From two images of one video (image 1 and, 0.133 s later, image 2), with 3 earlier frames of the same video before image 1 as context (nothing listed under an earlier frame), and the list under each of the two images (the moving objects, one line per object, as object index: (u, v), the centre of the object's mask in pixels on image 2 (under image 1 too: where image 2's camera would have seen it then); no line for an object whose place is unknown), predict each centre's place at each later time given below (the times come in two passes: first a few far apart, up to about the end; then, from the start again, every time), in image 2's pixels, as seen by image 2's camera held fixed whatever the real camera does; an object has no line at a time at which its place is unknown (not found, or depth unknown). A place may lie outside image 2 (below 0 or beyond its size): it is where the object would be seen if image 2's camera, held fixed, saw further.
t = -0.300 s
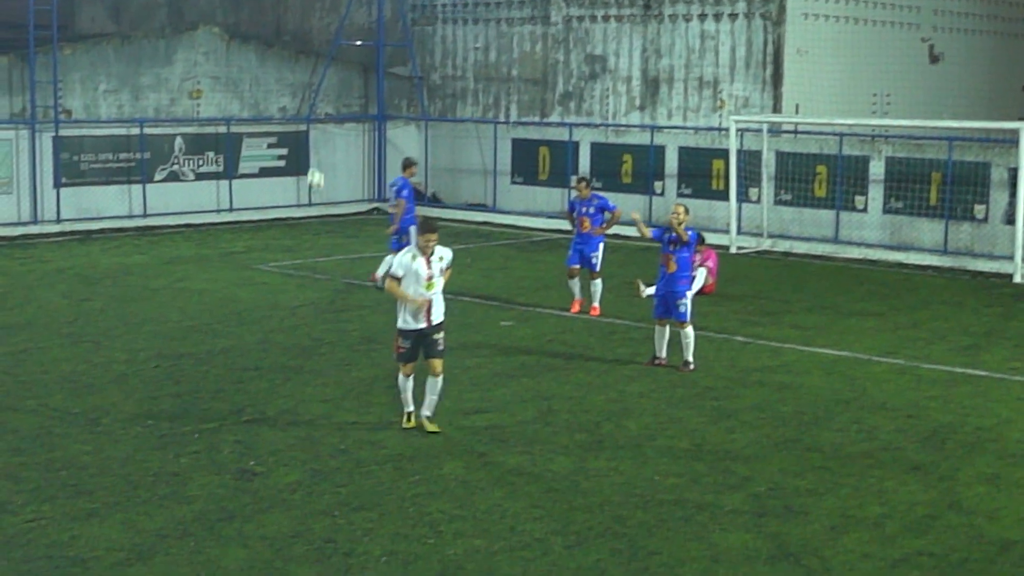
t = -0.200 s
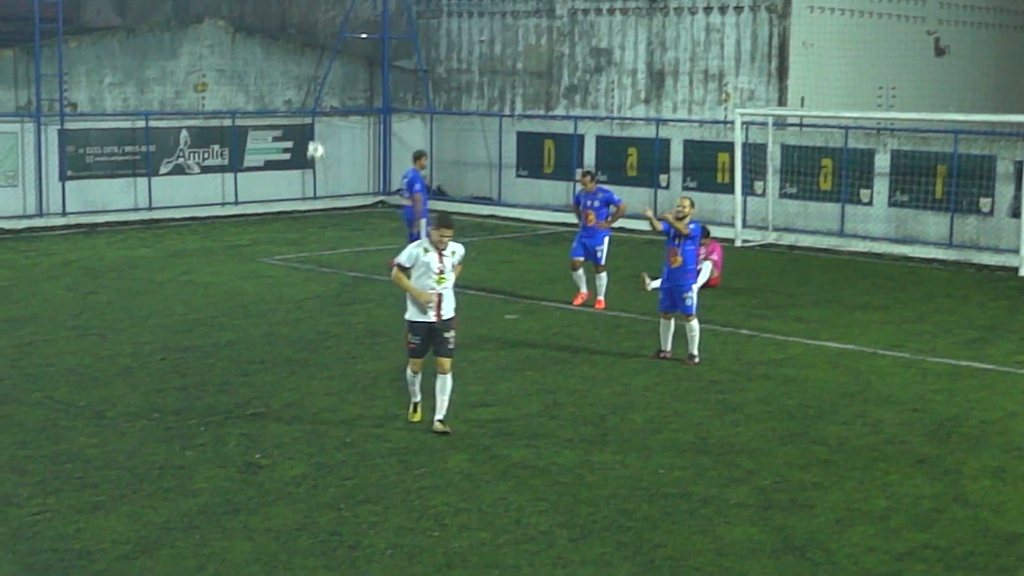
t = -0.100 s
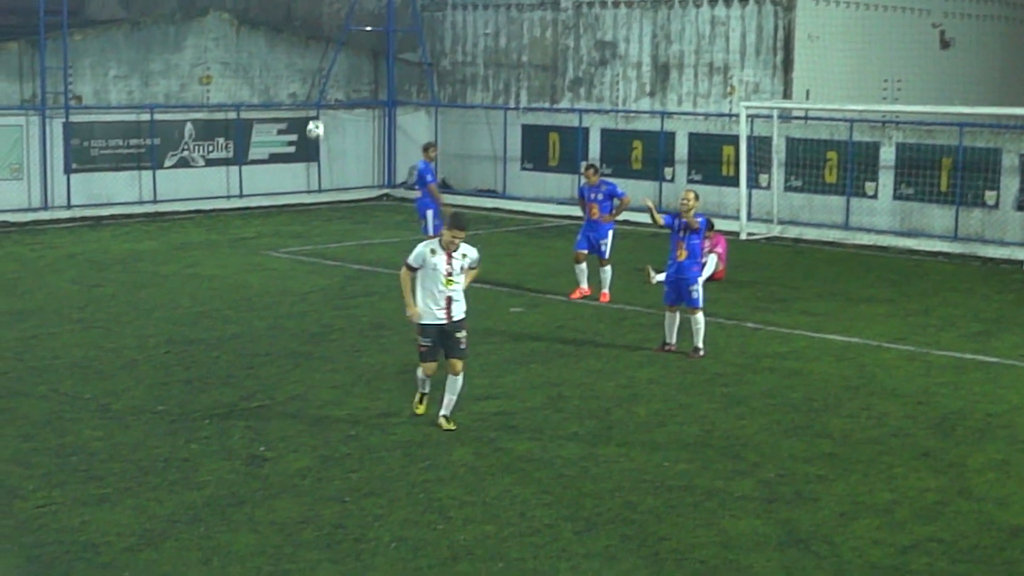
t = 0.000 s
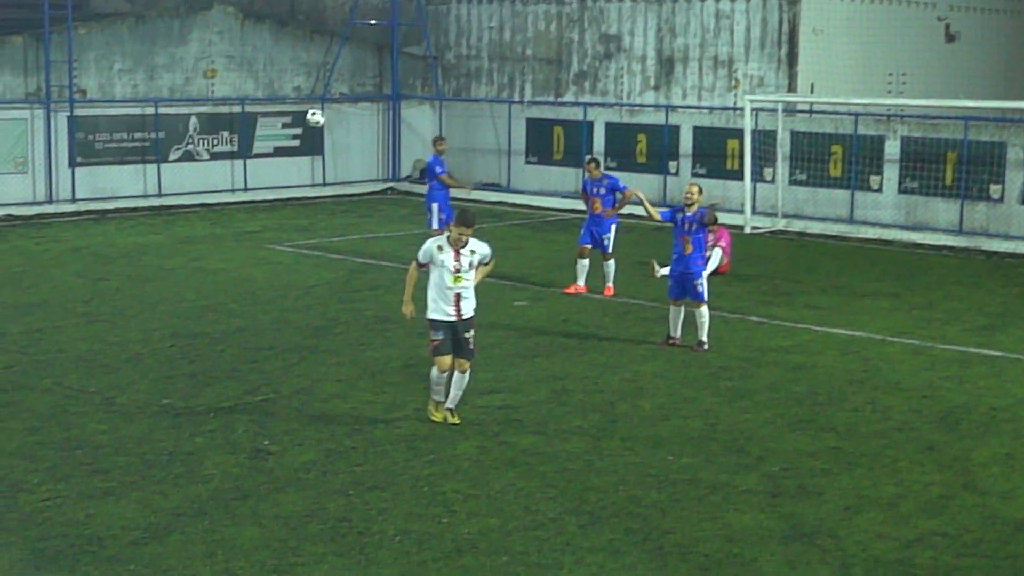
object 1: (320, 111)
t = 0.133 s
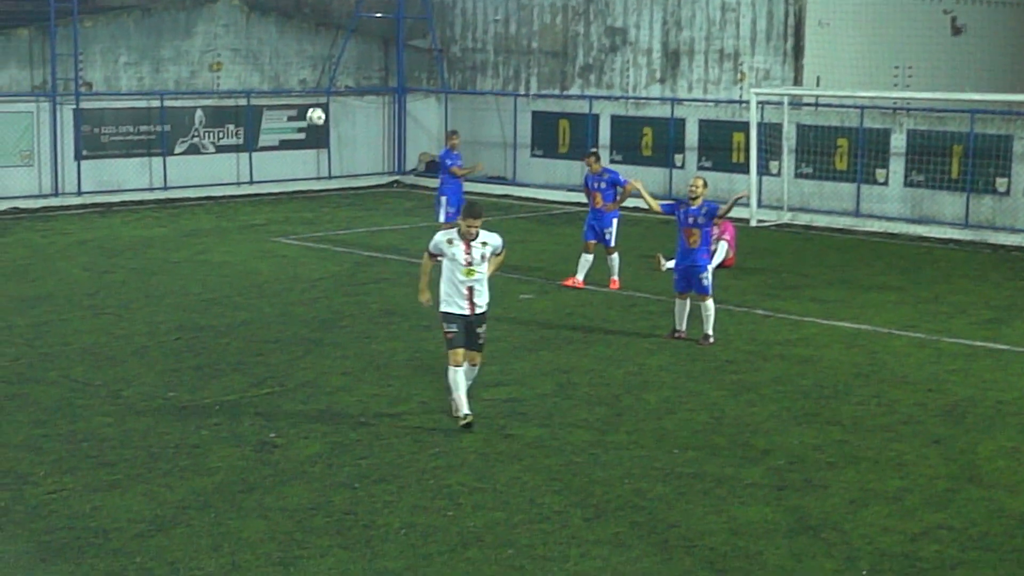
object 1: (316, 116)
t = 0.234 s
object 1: (312, 130)
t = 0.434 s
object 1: (304, 180)
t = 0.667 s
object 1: (295, 280)
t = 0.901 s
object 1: (277, 233)
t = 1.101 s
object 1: (262, 221)
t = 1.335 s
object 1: (244, 248)
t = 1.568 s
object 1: (227, 282)
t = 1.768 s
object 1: (212, 269)
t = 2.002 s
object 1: (194, 298)
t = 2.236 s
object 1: (176, 291)
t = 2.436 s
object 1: (159, 302)
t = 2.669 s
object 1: (138, 309)
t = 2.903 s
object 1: (119, 313)
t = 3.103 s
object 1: (103, 316)
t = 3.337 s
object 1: (84, 319)
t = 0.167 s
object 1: (315, 120)
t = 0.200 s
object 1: (314, 124)
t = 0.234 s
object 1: (312, 130)
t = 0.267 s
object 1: (311, 135)
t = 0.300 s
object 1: (310, 142)
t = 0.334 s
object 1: (308, 151)
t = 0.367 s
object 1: (308, 160)
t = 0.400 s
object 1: (306, 169)
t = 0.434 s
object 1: (304, 180)
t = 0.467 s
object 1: (303, 192)
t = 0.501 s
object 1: (302, 205)
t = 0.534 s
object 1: (300, 219)
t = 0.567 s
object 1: (299, 233)
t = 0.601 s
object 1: (297, 248)
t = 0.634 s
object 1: (296, 264)
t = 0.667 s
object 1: (295, 280)
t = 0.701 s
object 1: (292, 279)
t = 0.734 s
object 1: (290, 268)
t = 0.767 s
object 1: (288, 259)
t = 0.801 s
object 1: (285, 251)
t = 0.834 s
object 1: (282, 244)
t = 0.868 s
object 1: (279, 238)
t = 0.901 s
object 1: (277, 233)
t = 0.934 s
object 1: (275, 229)
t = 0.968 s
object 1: (272, 226)
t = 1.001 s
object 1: (270, 223)
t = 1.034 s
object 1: (267, 222)
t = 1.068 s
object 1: (265, 221)
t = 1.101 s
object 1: (262, 221)
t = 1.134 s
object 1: (260, 222)
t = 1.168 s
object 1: (258, 224)
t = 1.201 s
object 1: (255, 227)
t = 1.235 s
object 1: (252, 230)
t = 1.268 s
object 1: (250, 235)
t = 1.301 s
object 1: (247, 241)
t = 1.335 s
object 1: (244, 248)
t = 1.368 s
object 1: (243, 255)
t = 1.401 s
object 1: (240, 264)
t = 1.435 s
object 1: (238, 274)
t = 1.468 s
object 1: (235, 285)
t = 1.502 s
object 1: (232, 292)
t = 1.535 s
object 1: (230, 287)
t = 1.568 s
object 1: (227, 282)
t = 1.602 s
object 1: (224, 277)
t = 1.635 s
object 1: (222, 274)
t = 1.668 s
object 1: (219, 271)
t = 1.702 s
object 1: (217, 270)
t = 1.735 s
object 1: (214, 269)
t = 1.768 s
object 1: (212, 269)
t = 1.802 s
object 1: (209, 270)
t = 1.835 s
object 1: (207, 272)
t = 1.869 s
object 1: (204, 275)
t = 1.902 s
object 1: (202, 278)
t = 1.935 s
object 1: (199, 284)
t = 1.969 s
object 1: (197, 290)
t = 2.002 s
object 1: (194, 298)
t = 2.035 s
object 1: (191, 299)
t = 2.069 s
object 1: (189, 295)
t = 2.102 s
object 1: (186, 292)
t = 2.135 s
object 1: (184, 291)
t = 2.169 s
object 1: (181, 290)
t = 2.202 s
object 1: (179, 290)
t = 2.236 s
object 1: (176, 291)
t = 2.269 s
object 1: (173, 293)
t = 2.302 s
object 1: (170, 296)
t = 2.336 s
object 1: (167, 301)
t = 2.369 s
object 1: (165, 304)
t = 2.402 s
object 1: (162, 303)
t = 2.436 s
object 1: (159, 302)
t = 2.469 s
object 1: (156, 302)
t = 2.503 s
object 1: (153, 303)
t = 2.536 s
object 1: (150, 306)
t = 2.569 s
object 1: (146, 308)
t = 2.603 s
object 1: (144, 307)
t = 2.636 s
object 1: (141, 308)
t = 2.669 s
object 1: (138, 309)
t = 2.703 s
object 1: (136, 309)
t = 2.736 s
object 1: (133, 310)
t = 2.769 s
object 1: (131, 311)
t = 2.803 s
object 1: (128, 311)
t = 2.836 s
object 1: (125, 312)
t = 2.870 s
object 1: (122, 312)
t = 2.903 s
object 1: (119, 313)
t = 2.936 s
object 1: (116, 313)
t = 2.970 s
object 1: (114, 314)
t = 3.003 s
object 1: (111, 314)
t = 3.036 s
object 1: (109, 315)
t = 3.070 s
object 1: (105, 315)
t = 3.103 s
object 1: (103, 316)
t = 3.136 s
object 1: (100, 316)
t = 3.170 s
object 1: (97, 316)
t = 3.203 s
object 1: (94, 317)
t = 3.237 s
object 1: (92, 317)
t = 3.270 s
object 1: (90, 317)
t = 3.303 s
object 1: (87, 318)
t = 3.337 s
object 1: (84, 319)
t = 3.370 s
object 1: (82, 319)
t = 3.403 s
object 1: (80, 320)
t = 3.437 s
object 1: (77, 320)
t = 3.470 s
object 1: (75, 321)
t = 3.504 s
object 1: (72, 322)
